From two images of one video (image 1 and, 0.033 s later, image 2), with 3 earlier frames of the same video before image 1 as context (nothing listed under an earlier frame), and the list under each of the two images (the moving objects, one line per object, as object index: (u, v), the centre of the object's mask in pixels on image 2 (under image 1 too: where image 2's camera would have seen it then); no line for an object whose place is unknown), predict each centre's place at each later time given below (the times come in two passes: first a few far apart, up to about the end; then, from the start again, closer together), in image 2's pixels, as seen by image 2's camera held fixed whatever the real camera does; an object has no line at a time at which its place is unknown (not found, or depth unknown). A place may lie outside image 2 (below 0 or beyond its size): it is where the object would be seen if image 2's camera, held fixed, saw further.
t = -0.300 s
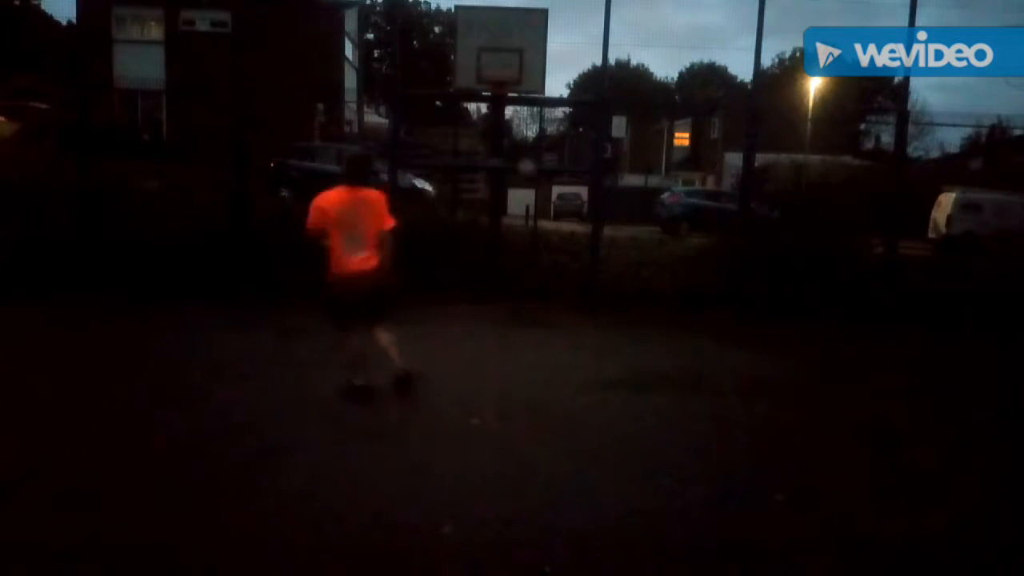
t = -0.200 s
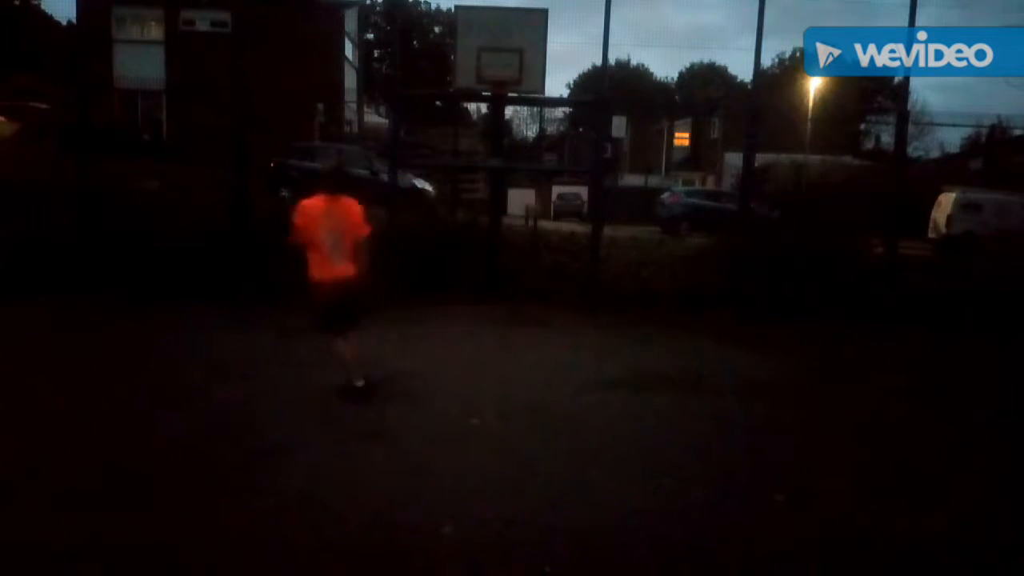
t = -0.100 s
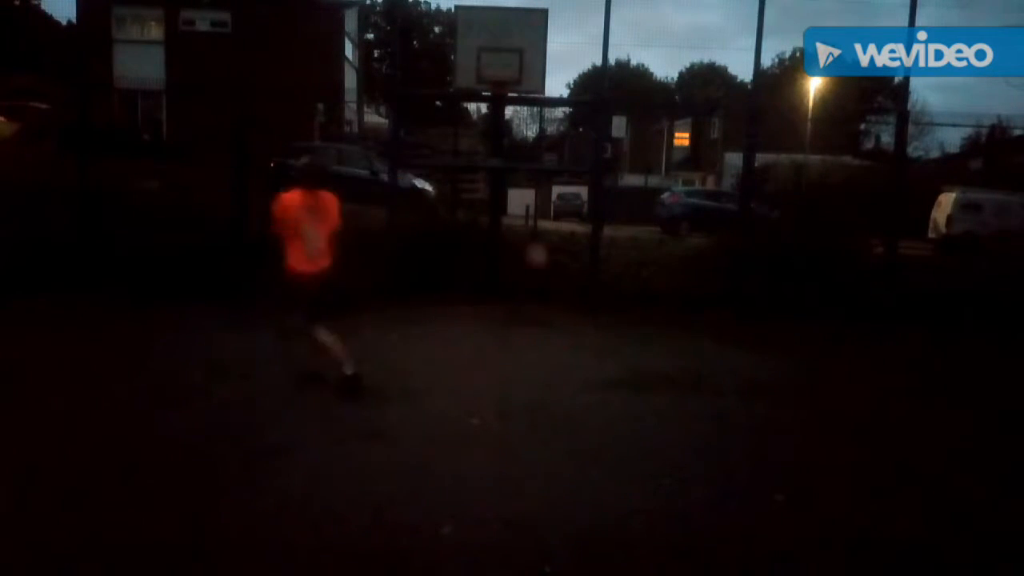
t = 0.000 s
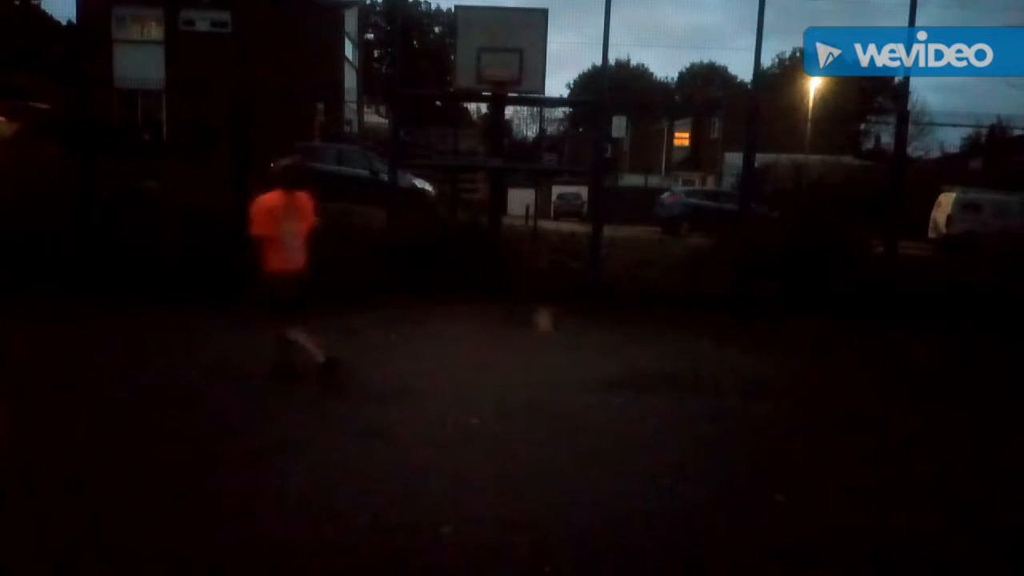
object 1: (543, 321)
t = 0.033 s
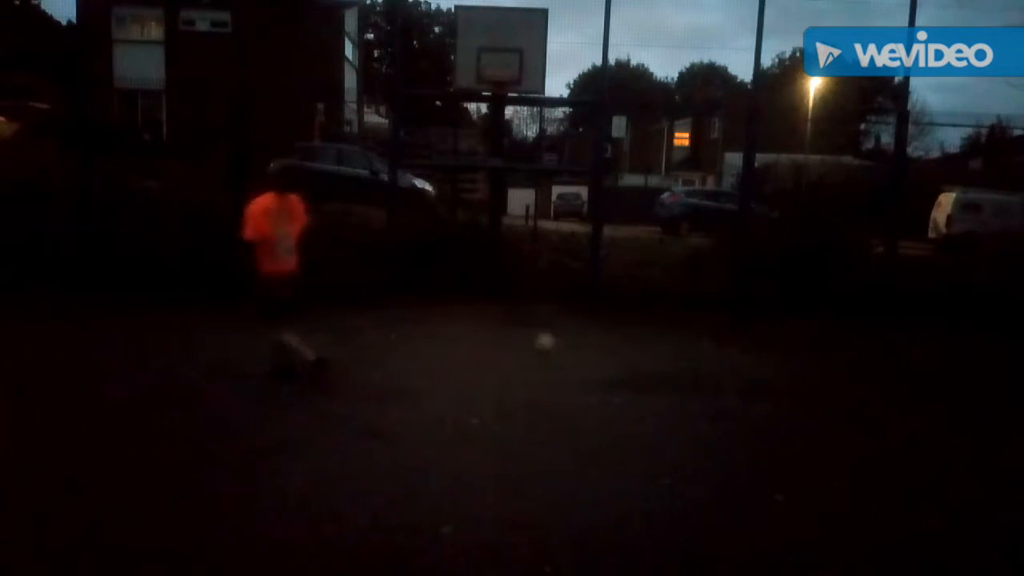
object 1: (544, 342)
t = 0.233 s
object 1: (549, 265)
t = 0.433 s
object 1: (550, 218)
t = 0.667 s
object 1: (552, 219)
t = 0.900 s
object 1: (550, 301)
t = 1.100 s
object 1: (548, 413)
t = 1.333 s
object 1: (557, 346)
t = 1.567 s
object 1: (565, 374)
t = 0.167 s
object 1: (548, 290)
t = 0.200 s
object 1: (548, 276)
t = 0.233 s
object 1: (549, 265)
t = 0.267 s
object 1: (549, 253)
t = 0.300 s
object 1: (550, 243)
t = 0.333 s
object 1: (546, 231)
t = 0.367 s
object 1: (546, 225)
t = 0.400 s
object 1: (550, 222)
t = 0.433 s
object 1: (550, 218)
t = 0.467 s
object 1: (552, 215)
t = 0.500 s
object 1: (551, 213)
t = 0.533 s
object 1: (552, 212)
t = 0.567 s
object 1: (552, 212)
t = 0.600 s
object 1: (552, 213)
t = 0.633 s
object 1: (552, 214)
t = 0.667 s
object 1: (552, 219)
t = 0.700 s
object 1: (551, 224)
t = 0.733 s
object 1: (553, 231)
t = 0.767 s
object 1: (553, 241)
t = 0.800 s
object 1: (553, 256)
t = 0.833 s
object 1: (552, 269)
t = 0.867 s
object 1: (551, 284)
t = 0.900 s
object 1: (550, 301)
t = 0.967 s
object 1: (550, 345)
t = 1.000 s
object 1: (548, 365)
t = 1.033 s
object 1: (548, 402)
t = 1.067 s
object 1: (548, 420)
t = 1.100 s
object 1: (548, 413)
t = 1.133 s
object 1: (550, 388)
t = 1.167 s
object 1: (551, 378)
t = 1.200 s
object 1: (553, 368)
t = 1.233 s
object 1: (554, 359)
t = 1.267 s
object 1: (556, 352)
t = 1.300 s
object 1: (557, 348)
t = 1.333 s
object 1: (557, 346)
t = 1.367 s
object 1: (558, 344)
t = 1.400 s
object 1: (559, 343)
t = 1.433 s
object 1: (559, 344)
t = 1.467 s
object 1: (561, 347)
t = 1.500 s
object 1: (563, 355)
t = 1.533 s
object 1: (564, 362)
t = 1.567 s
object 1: (565, 374)
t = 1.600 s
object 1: (566, 393)
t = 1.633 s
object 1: (565, 411)
